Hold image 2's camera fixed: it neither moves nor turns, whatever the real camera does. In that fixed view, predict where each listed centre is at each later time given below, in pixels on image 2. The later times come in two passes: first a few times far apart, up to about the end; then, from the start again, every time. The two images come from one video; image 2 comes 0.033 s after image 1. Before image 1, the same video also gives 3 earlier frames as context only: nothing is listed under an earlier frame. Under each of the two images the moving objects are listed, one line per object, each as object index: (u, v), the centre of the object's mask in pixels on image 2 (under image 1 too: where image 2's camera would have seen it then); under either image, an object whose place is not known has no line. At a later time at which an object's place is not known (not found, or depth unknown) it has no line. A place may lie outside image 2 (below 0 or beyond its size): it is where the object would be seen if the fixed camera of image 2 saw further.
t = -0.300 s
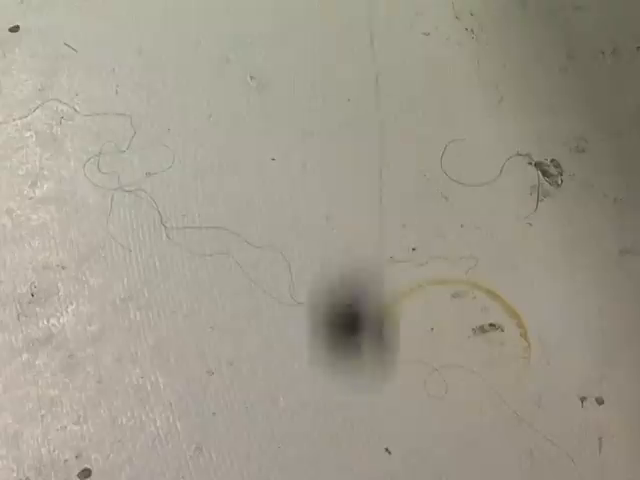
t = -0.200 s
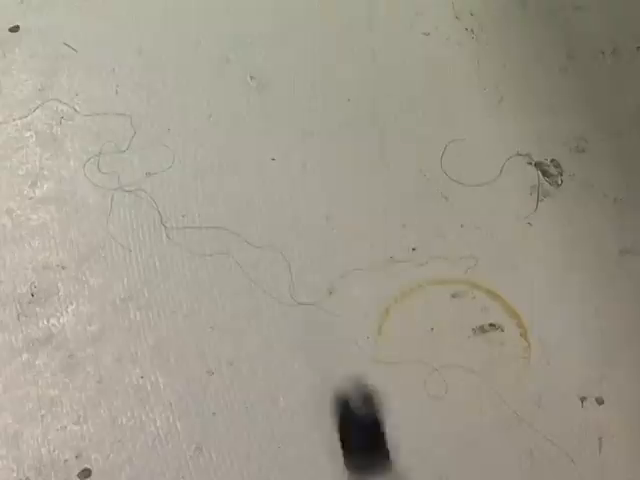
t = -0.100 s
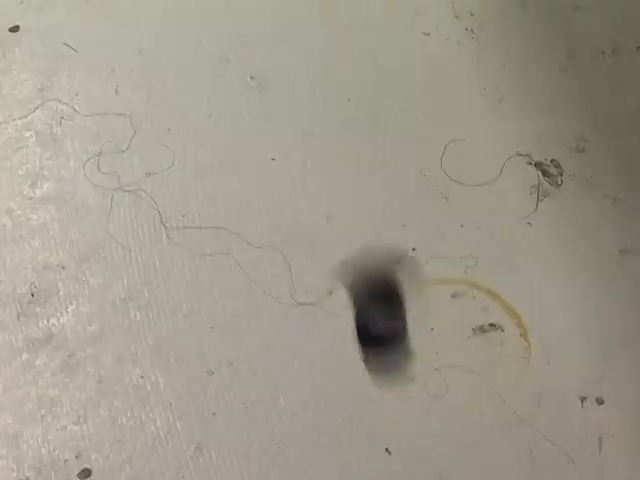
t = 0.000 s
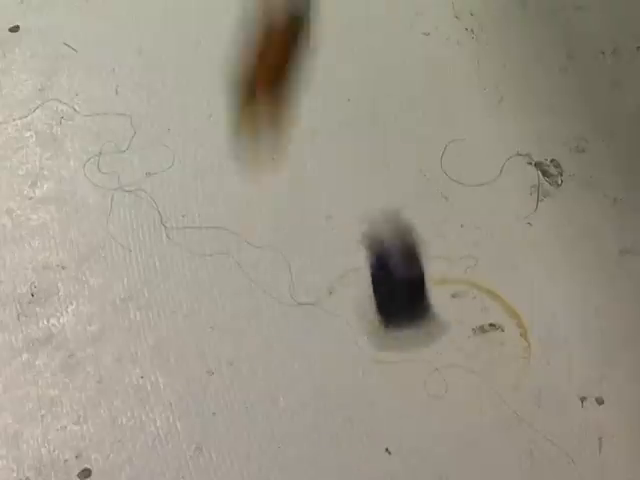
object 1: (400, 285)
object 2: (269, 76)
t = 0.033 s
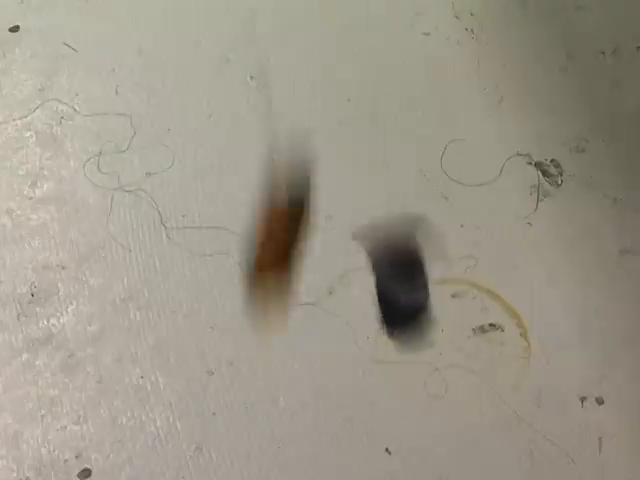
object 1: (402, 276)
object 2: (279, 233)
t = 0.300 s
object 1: (436, 429)
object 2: (336, 190)
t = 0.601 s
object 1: (536, 433)
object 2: (394, 134)
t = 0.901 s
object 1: (578, 448)
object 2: (444, 41)
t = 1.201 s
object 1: (602, 446)
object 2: (443, 30)
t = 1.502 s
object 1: (614, 451)
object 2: (445, 31)
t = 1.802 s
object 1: (616, 451)
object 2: (447, 31)
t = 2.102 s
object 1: (615, 452)
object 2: (447, 32)
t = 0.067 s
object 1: (405, 306)
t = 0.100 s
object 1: (405, 321)
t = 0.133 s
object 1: (409, 364)
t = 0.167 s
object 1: (408, 393)
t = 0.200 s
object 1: (408, 433)
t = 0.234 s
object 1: (415, 430)
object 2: (319, 266)
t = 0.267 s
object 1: (430, 432)
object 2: (327, 218)
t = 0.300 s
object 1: (436, 429)
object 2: (336, 190)
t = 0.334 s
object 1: (448, 439)
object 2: (344, 165)
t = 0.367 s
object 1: (452, 442)
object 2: (350, 149)
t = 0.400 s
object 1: (461, 451)
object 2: (358, 150)
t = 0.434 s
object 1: (479, 435)
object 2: (364, 157)
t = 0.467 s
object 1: (494, 422)
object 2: (369, 176)
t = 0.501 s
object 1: (511, 427)
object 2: (372, 195)
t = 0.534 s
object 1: (524, 425)
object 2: (378, 201)
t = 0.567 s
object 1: (535, 419)
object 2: (386, 165)
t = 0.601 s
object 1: (536, 433)
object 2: (394, 134)
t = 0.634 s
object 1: (542, 456)
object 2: (402, 109)
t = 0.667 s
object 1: (540, 457)
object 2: (410, 95)
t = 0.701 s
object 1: (562, 459)
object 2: (416, 89)
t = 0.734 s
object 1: (554, 452)
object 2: (421, 80)
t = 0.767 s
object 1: (557, 452)
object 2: (428, 65)
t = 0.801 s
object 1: (568, 445)
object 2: (433, 59)
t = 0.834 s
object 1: (576, 442)
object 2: (438, 61)
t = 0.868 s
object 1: (579, 443)
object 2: (441, 51)
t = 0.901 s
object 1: (578, 448)
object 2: (444, 41)
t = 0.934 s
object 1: (575, 453)
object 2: (446, 39)
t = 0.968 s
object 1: (582, 451)
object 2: (447, 38)
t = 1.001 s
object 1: (587, 450)
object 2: (447, 35)
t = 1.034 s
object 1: (592, 450)
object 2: (447, 33)
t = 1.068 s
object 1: (595, 451)
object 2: (446, 32)
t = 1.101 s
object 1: (597, 448)
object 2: (446, 31)
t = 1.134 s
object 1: (598, 445)
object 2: (445, 31)
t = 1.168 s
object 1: (600, 442)
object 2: (444, 31)
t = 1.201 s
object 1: (602, 446)
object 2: (443, 30)
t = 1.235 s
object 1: (606, 447)
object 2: (443, 30)
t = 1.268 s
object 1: (608, 448)
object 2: (443, 30)
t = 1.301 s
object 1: (609, 450)
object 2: (443, 30)
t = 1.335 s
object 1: (610, 451)
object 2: (443, 31)
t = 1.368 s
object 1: (612, 451)
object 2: (443, 30)
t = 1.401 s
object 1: (613, 451)
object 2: (444, 31)
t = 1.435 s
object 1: (613, 451)
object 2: (444, 31)
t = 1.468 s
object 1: (614, 451)
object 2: (444, 30)
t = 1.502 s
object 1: (614, 451)
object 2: (445, 31)
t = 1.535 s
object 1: (615, 451)
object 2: (445, 31)
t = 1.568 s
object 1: (615, 451)
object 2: (445, 32)
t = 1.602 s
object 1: (616, 451)
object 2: (446, 31)
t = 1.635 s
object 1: (616, 451)
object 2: (446, 32)
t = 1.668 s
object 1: (616, 451)
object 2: (447, 31)
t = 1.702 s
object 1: (616, 452)
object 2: (447, 31)
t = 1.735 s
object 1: (616, 452)
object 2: (447, 31)
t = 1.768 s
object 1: (616, 451)
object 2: (447, 31)
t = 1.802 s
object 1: (616, 451)
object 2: (447, 31)
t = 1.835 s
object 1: (616, 451)
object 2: (447, 32)
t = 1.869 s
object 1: (616, 452)
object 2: (447, 32)
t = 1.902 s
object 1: (616, 451)
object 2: (447, 32)
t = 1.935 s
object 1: (616, 452)
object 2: (447, 32)
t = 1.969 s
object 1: (615, 452)
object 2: (447, 32)
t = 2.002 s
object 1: (615, 452)
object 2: (447, 32)
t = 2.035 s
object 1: (615, 451)
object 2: (447, 32)
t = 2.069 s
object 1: (615, 451)
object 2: (447, 32)
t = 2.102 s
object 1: (615, 452)
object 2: (447, 32)
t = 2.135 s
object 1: (615, 452)
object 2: (447, 32)
